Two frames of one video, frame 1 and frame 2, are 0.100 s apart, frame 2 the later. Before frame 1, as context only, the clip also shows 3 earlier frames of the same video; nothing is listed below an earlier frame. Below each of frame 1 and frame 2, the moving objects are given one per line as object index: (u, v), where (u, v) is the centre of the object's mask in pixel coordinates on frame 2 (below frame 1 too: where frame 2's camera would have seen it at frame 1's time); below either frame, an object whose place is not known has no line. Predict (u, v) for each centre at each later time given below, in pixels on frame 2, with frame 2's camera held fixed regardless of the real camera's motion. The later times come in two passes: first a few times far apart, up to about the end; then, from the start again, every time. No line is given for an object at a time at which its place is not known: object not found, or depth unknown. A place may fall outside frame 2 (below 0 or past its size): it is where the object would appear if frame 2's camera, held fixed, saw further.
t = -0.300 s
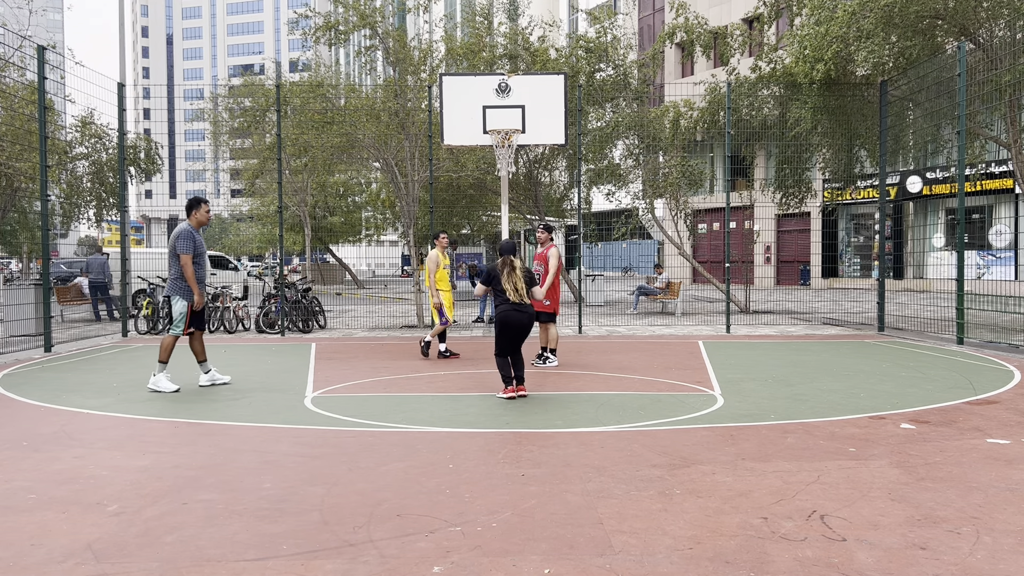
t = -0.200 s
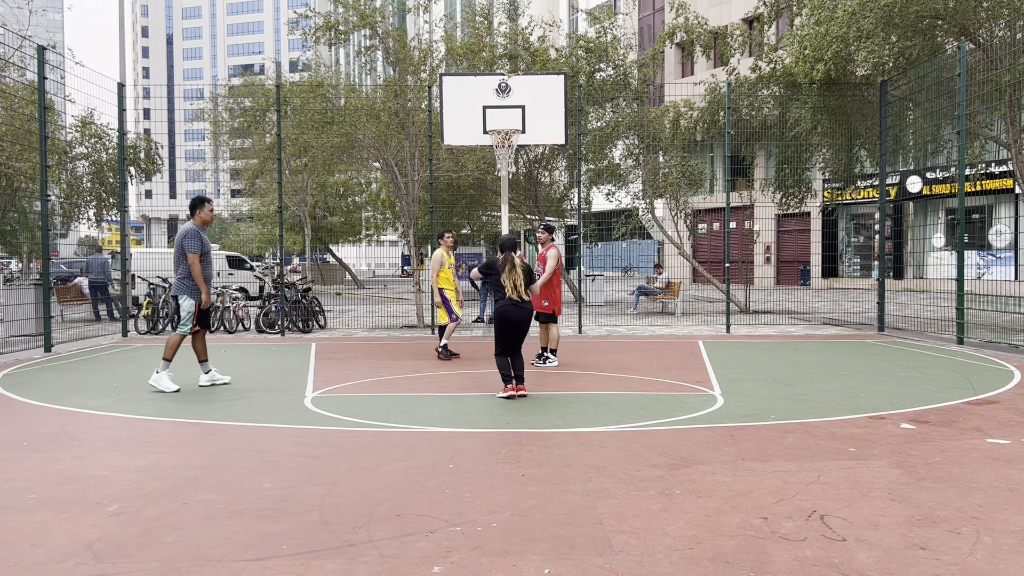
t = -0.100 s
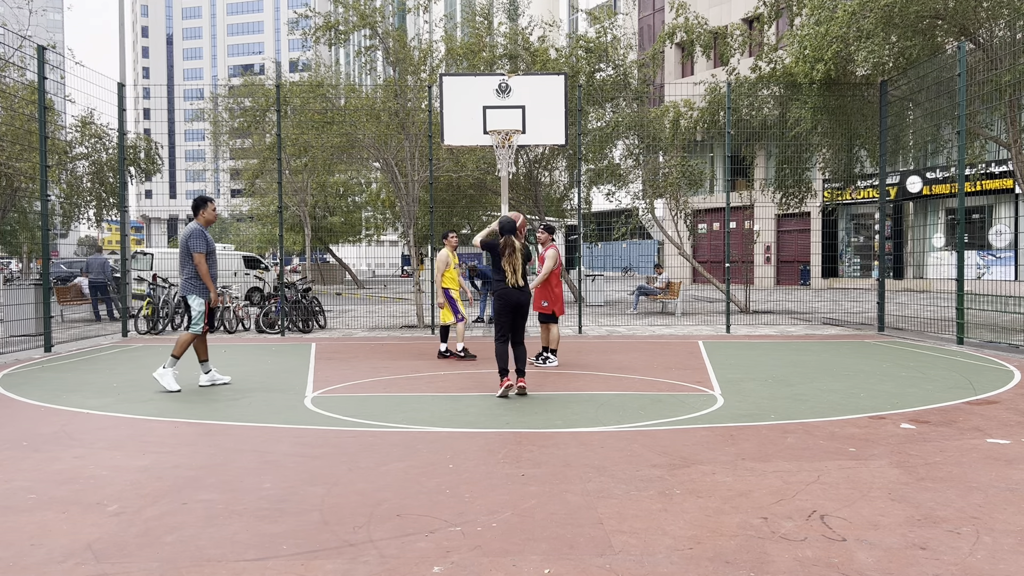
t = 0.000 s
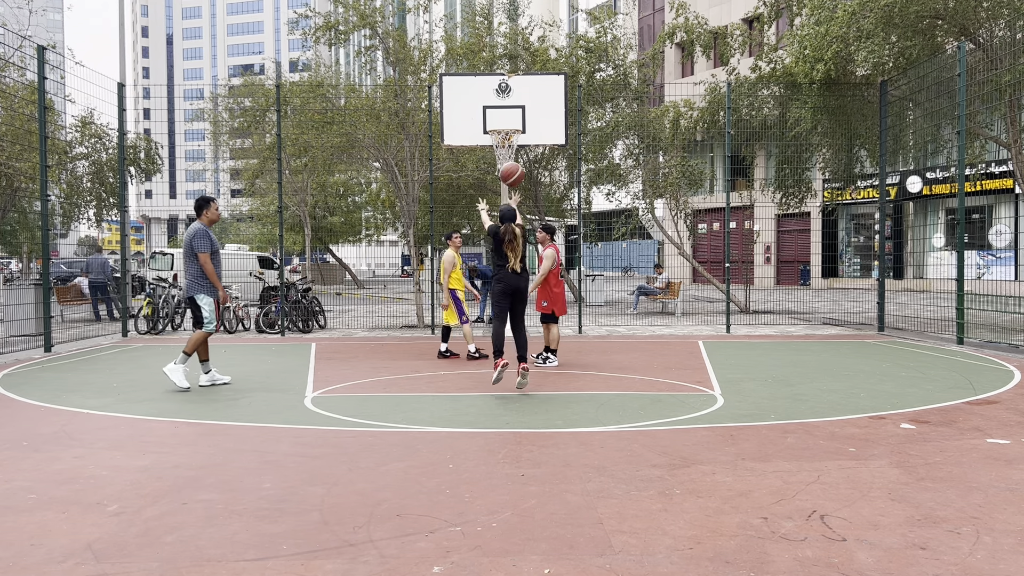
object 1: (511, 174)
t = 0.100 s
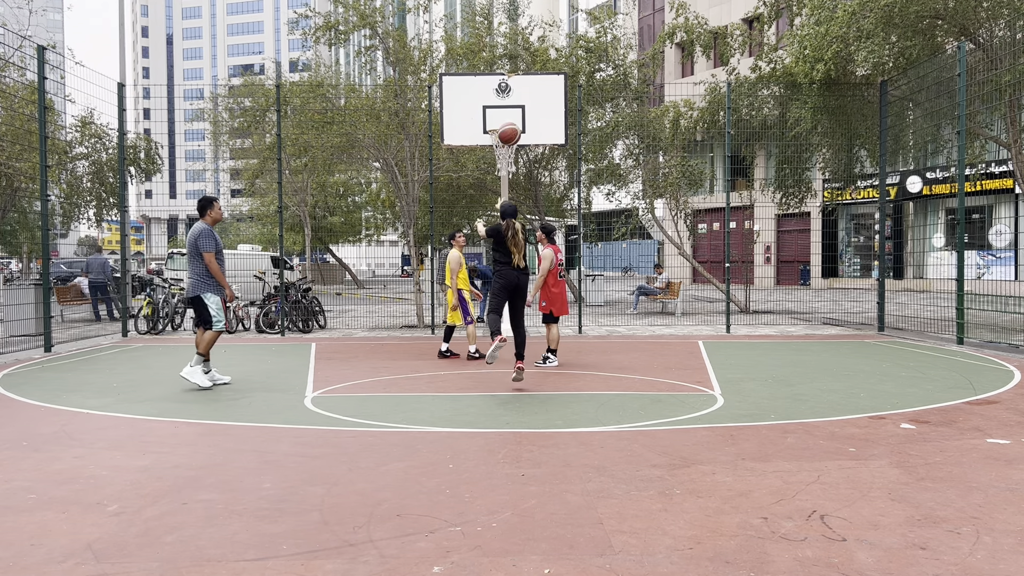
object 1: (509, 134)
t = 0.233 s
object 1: (507, 100)
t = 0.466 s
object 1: (504, 85)
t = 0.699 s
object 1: (500, 112)
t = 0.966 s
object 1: (516, 147)
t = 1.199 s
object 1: (510, 147)
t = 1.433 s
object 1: (499, 164)
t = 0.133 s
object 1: (508, 123)
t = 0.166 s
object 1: (508, 114)
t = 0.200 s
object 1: (507, 106)
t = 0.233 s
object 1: (507, 100)
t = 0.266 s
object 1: (506, 94)
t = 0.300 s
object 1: (505, 90)
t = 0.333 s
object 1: (505, 87)
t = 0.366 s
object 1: (505, 86)
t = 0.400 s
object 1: (504, 85)
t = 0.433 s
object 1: (504, 84)
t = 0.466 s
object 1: (504, 85)
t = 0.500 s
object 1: (503, 87)
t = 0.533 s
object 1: (503, 89)
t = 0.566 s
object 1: (502, 92)
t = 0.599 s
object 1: (502, 96)
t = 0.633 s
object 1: (501, 101)
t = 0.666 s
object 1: (501, 106)
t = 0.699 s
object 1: (500, 112)
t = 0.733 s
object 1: (500, 119)
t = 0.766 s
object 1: (500, 124)
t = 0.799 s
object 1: (501, 135)
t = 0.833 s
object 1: (505, 140)
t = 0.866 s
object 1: (512, 147)
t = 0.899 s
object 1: (514, 150)
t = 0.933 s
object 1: (515, 149)
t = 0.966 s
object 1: (516, 147)
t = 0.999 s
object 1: (516, 146)
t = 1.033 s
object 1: (516, 146)
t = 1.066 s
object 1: (515, 146)
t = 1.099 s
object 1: (515, 145)
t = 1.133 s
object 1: (513, 144)
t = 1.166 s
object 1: (511, 146)
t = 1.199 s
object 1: (510, 147)
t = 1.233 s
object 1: (508, 150)
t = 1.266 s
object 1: (504, 150)
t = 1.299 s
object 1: (503, 152)
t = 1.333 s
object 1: (502, 154)
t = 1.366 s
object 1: (501, 157)
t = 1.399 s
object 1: (500, 159)
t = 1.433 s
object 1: (499, 164)
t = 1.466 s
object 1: (500, 166)
